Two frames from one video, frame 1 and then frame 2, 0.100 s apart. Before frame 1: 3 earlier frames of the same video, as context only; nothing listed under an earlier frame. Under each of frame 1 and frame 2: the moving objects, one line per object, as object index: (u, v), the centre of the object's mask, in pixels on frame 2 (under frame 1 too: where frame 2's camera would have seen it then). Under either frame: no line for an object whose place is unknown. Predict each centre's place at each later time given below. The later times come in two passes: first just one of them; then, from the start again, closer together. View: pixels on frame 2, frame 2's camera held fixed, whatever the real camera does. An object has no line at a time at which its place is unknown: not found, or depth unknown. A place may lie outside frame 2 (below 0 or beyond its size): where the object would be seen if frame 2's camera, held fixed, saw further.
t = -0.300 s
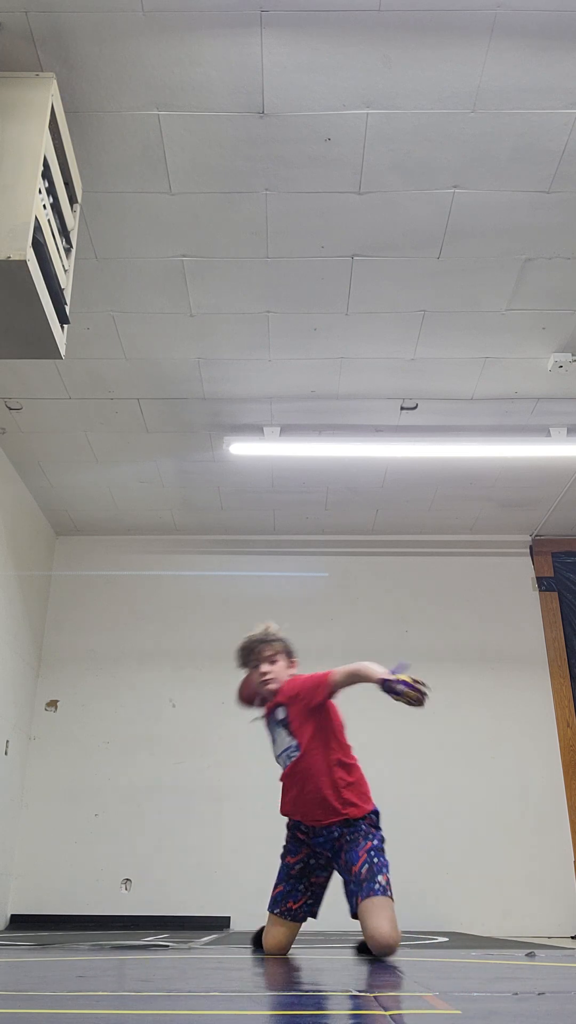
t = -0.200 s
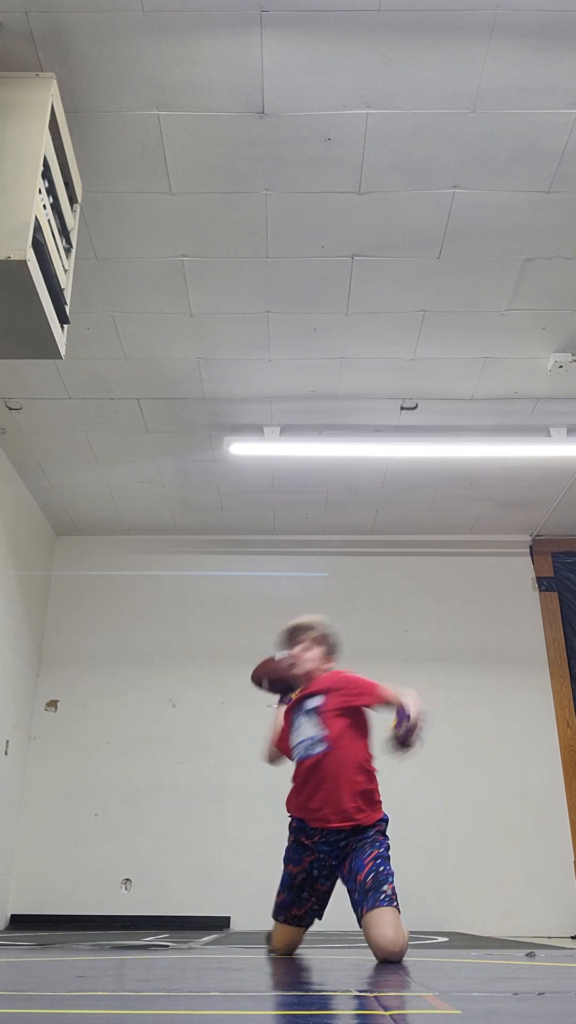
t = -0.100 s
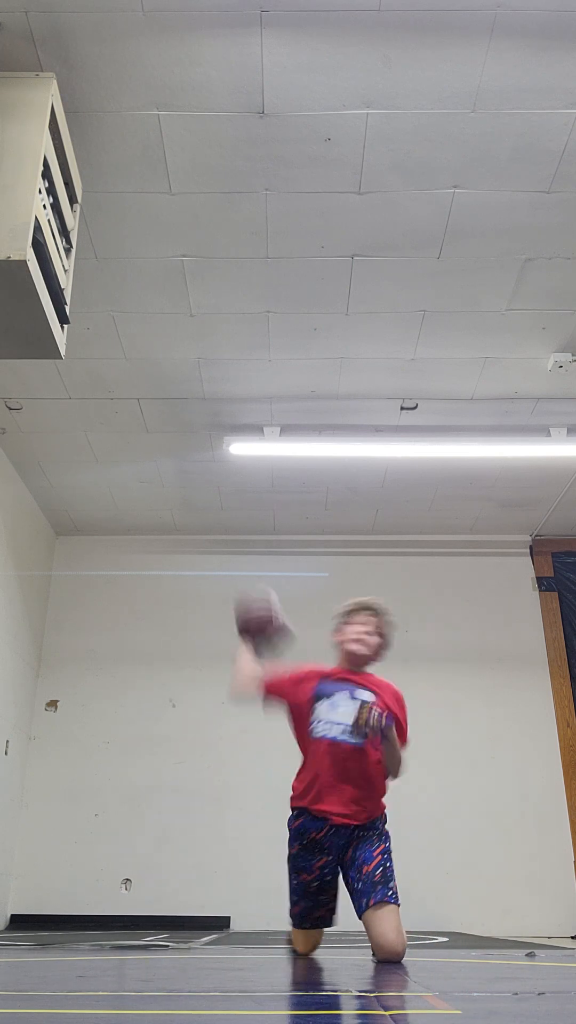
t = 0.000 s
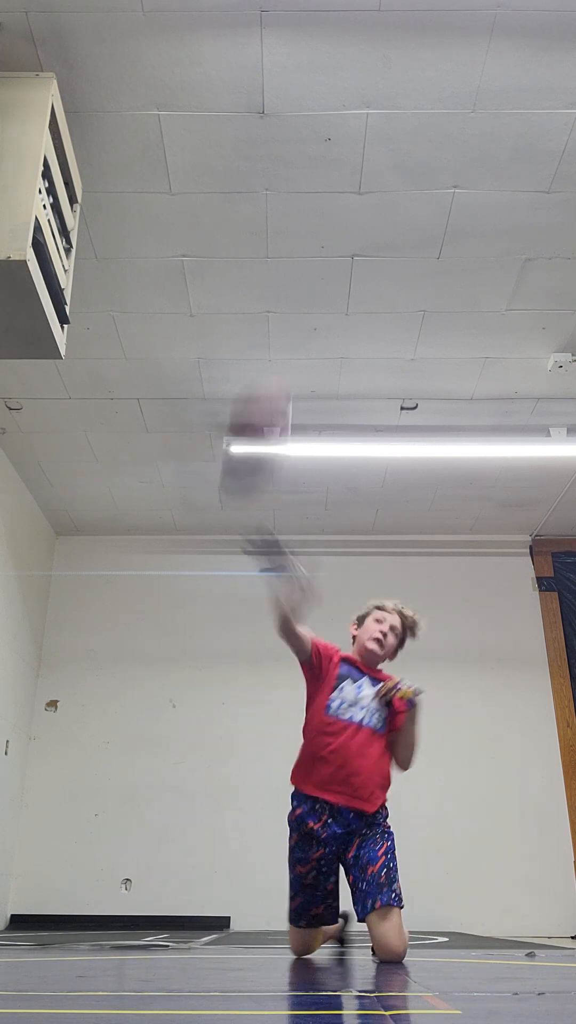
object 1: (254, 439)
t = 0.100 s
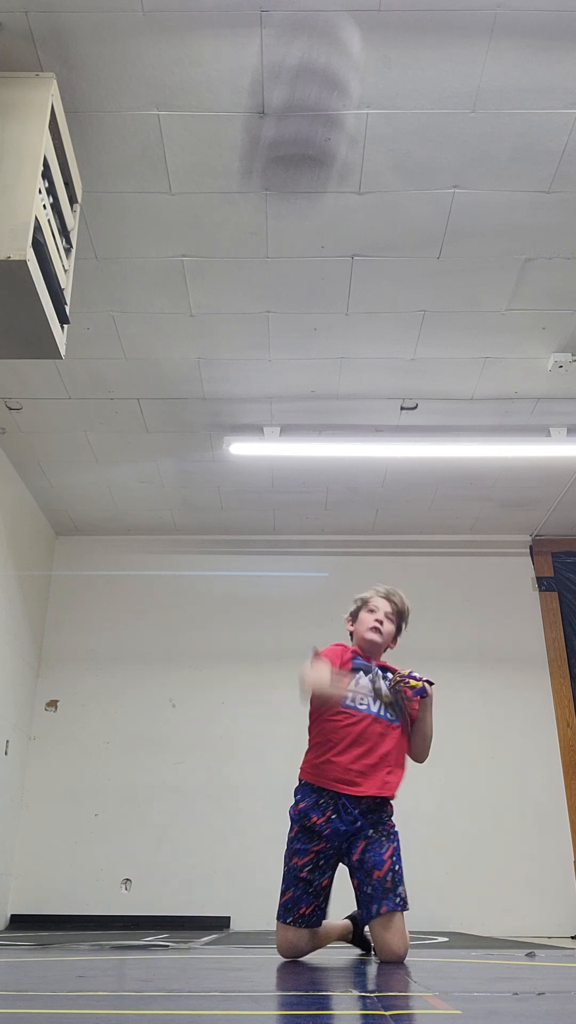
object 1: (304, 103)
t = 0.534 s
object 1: (379, 84)
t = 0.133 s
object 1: (325, 27)
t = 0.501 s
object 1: (384, 39)
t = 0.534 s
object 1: (379, 84)
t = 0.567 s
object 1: (375, 143)
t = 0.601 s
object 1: (370, 207)
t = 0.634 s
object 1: (365, 266)
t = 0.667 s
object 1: (362, 316)
